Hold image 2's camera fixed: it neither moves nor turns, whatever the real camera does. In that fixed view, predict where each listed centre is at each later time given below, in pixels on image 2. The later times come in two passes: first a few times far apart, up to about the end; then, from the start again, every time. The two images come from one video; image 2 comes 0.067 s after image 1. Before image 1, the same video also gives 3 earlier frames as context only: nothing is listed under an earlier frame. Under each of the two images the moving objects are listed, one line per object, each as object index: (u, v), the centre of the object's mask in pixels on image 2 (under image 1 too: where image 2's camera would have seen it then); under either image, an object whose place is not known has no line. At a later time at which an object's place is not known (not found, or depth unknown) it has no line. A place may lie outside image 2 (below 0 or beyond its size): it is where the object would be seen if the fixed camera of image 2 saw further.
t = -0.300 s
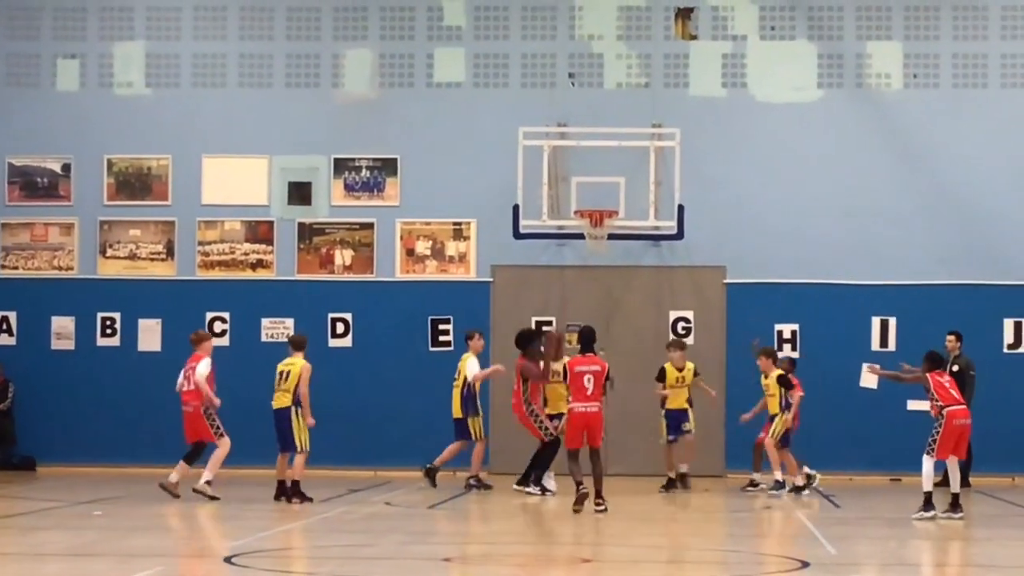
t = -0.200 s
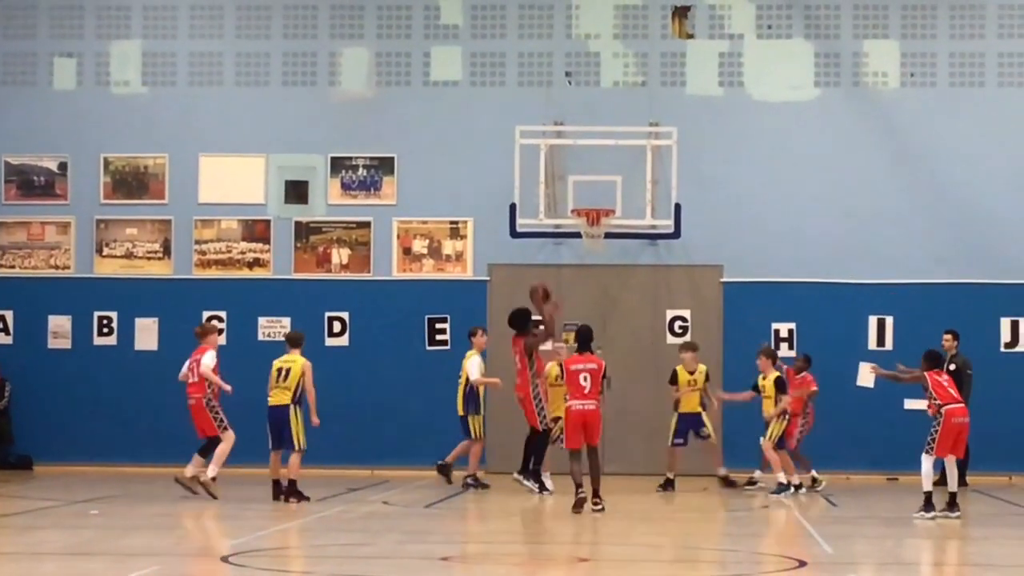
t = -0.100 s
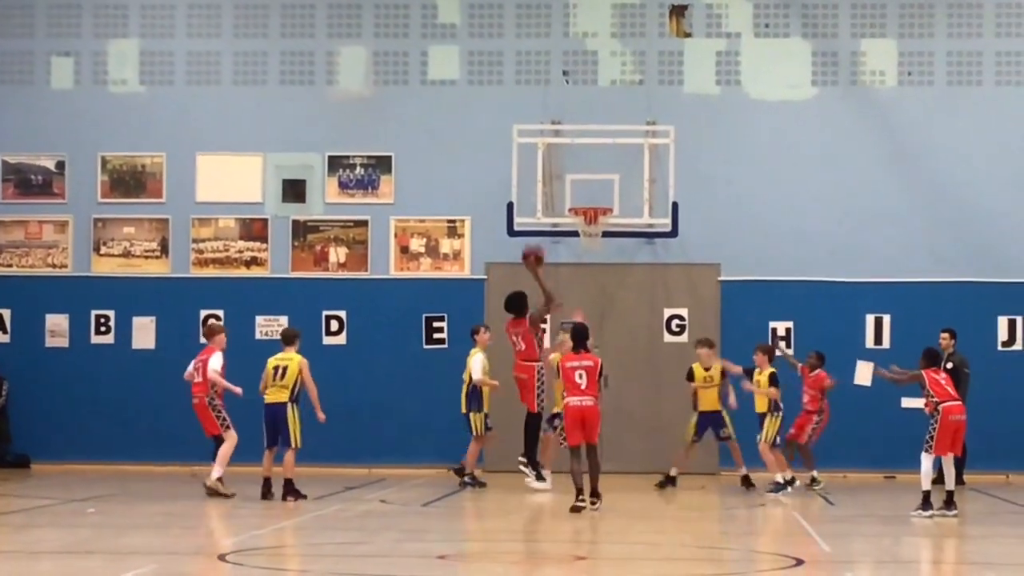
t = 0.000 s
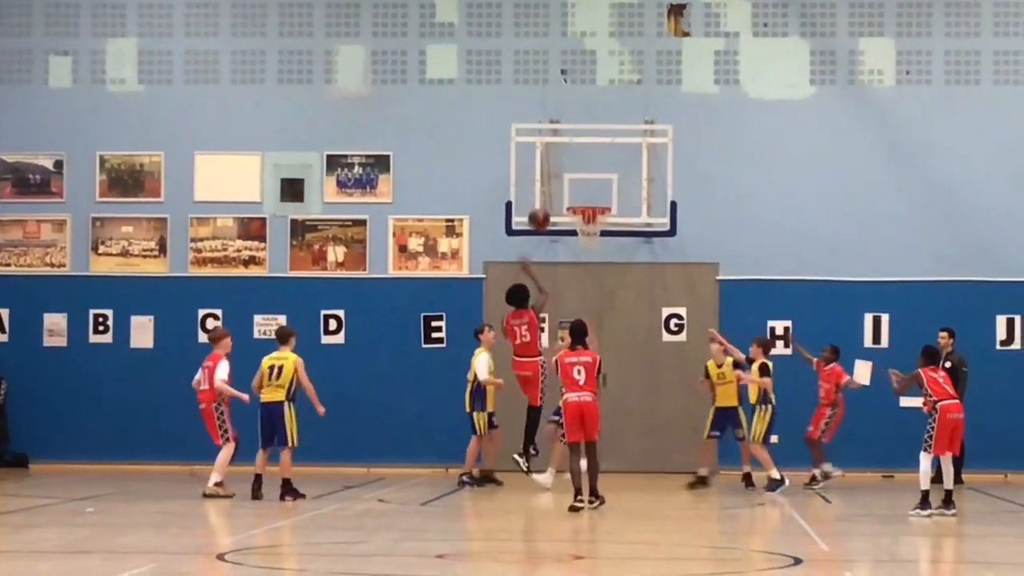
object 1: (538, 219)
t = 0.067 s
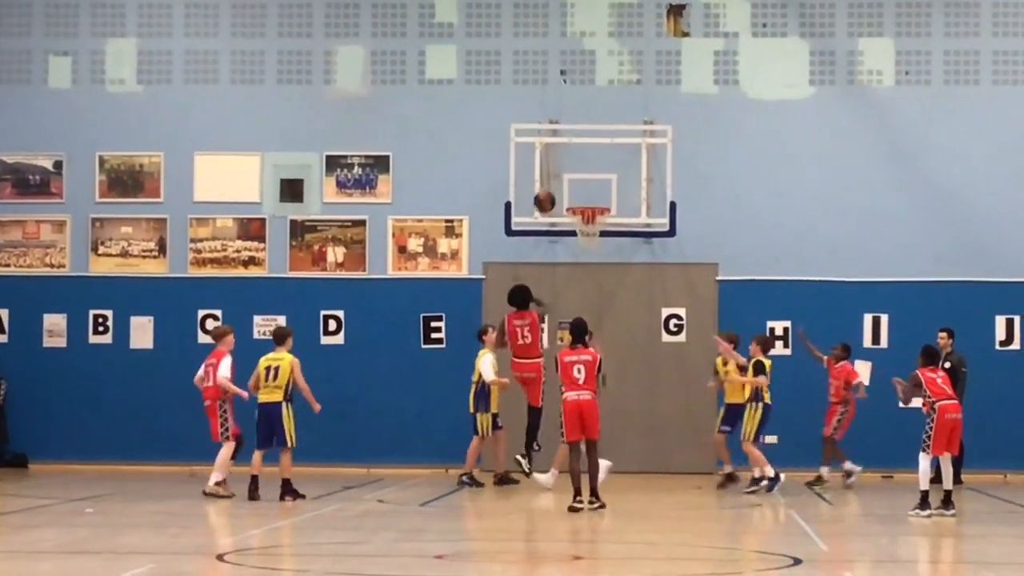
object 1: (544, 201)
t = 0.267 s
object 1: (561, 172)
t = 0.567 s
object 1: (583, 196)
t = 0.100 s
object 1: (547, 193)
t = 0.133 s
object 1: (550, 188)
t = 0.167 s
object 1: (553, 182)
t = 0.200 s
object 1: (555, 178)
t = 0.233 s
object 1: (558, 174)
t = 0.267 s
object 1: (561, 172)
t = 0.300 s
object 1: (563, 171)
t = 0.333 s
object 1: (566, 171)
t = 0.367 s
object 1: (569, 171)
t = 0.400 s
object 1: (571, 173)
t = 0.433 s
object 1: (573, 176)
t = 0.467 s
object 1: (576, 179)
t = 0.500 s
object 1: (578, 184)
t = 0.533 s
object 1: (581, 190)
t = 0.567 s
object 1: (583, 196)
